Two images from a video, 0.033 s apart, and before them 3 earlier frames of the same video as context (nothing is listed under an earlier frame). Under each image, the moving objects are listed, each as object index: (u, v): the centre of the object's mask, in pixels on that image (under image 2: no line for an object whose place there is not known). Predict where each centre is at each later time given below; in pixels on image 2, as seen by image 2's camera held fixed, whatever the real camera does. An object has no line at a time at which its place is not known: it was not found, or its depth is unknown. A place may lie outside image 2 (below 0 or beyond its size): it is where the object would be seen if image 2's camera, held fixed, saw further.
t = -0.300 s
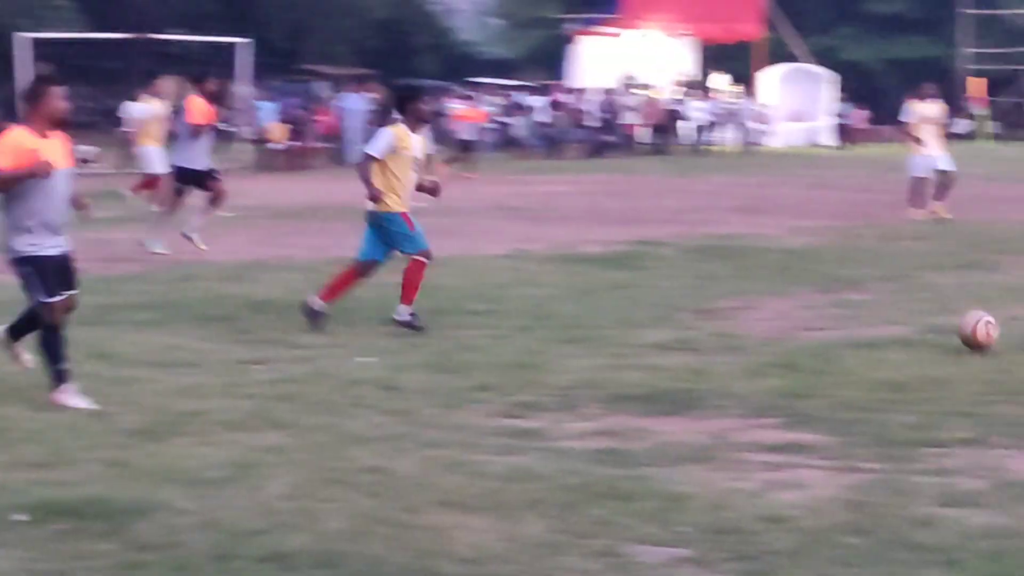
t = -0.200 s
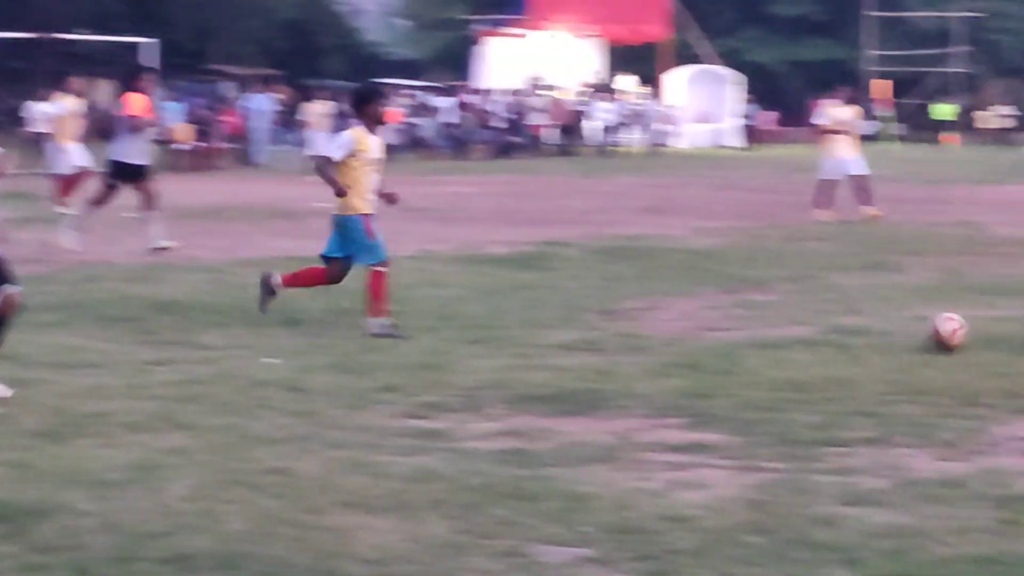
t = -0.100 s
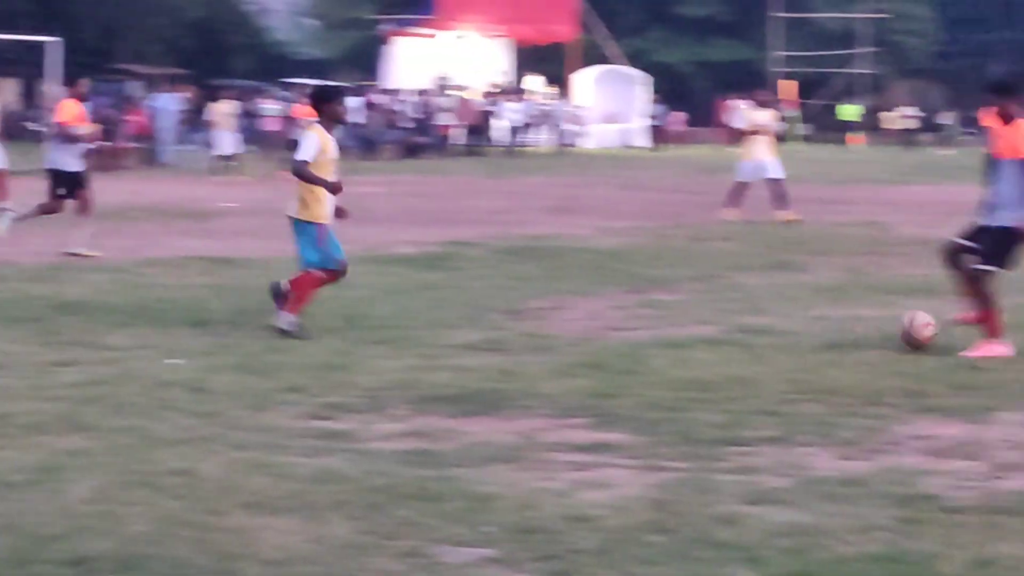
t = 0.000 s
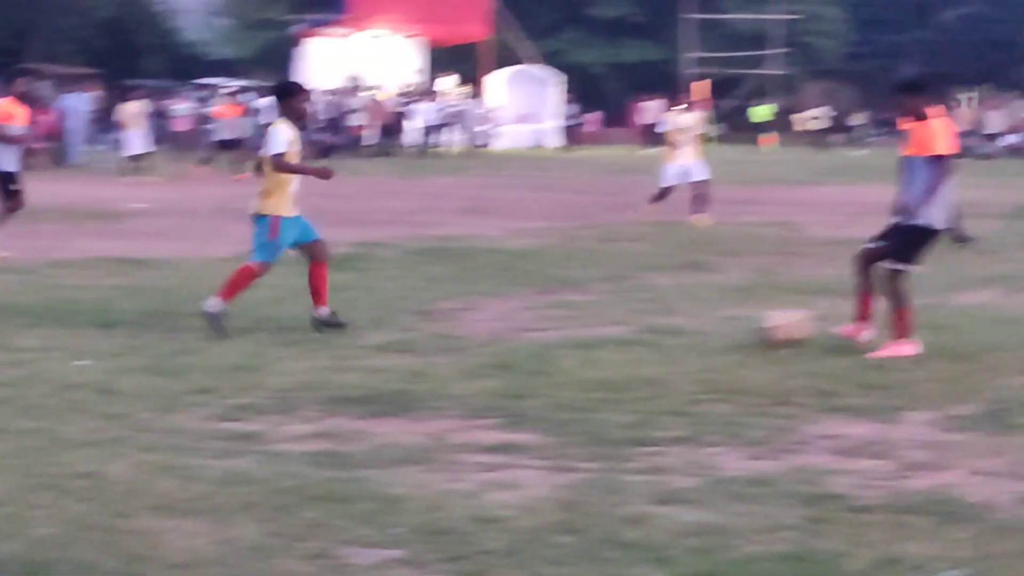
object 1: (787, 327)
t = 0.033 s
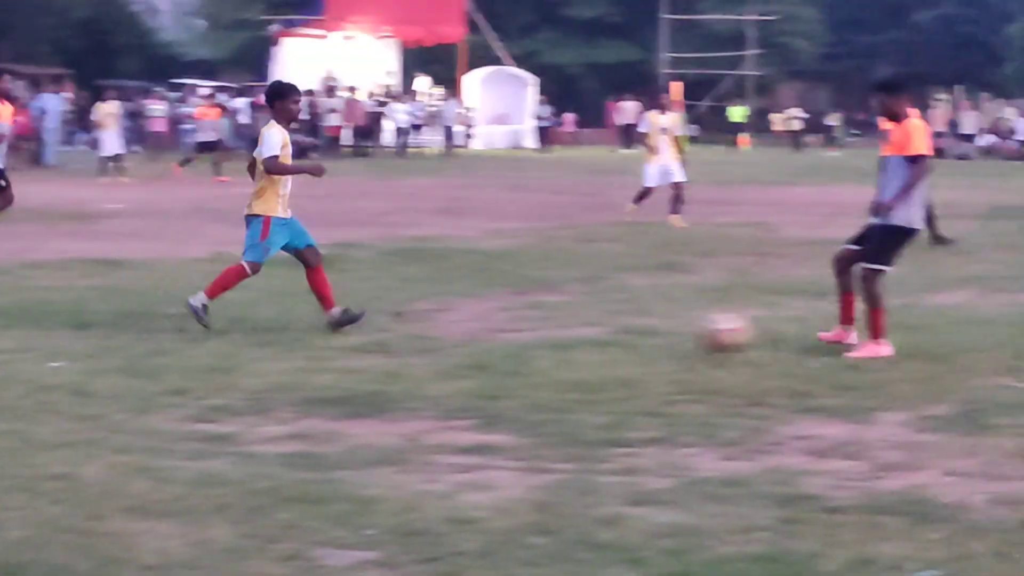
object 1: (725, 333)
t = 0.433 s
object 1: (316, 383)
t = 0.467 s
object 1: (285, 390)
